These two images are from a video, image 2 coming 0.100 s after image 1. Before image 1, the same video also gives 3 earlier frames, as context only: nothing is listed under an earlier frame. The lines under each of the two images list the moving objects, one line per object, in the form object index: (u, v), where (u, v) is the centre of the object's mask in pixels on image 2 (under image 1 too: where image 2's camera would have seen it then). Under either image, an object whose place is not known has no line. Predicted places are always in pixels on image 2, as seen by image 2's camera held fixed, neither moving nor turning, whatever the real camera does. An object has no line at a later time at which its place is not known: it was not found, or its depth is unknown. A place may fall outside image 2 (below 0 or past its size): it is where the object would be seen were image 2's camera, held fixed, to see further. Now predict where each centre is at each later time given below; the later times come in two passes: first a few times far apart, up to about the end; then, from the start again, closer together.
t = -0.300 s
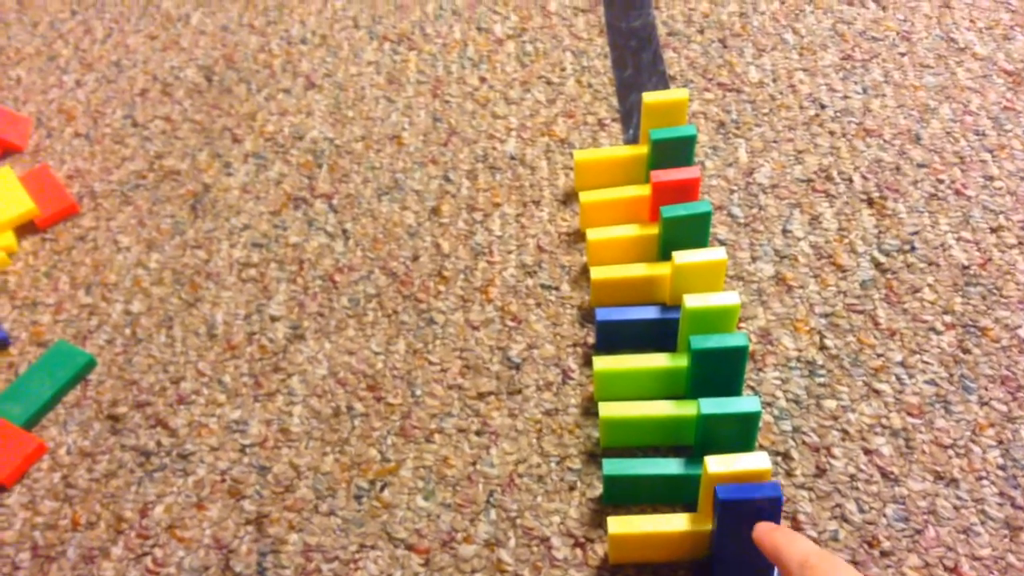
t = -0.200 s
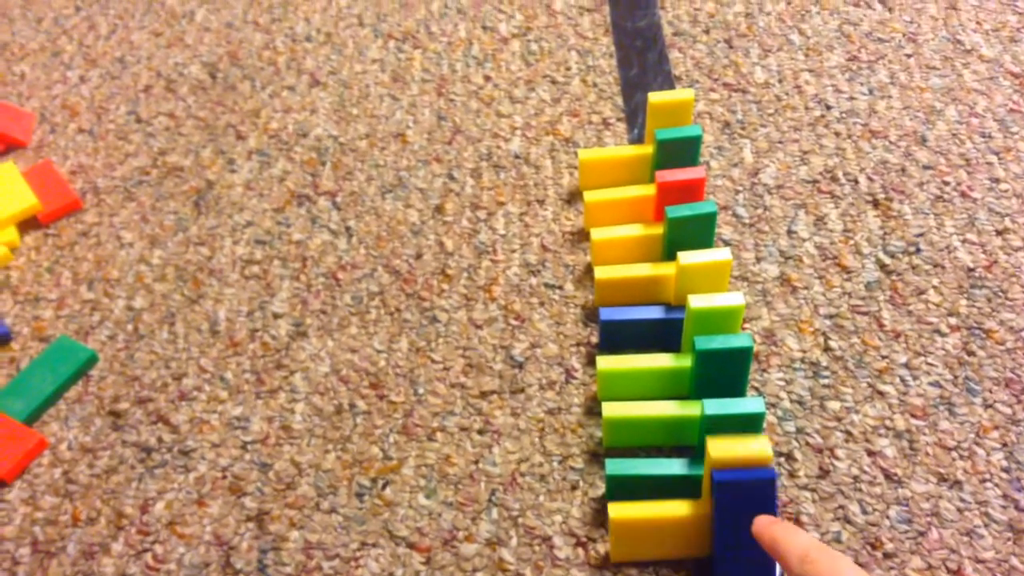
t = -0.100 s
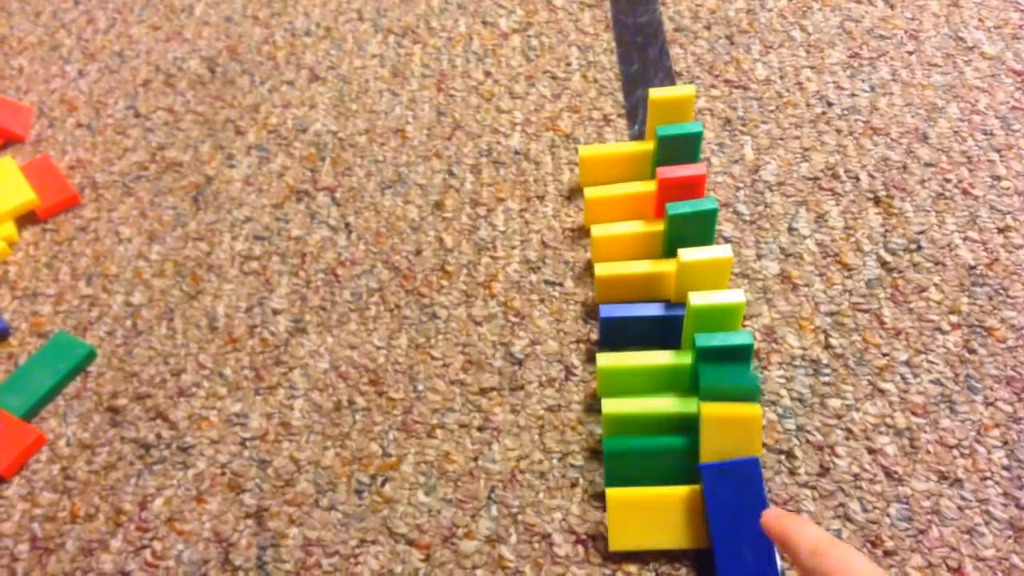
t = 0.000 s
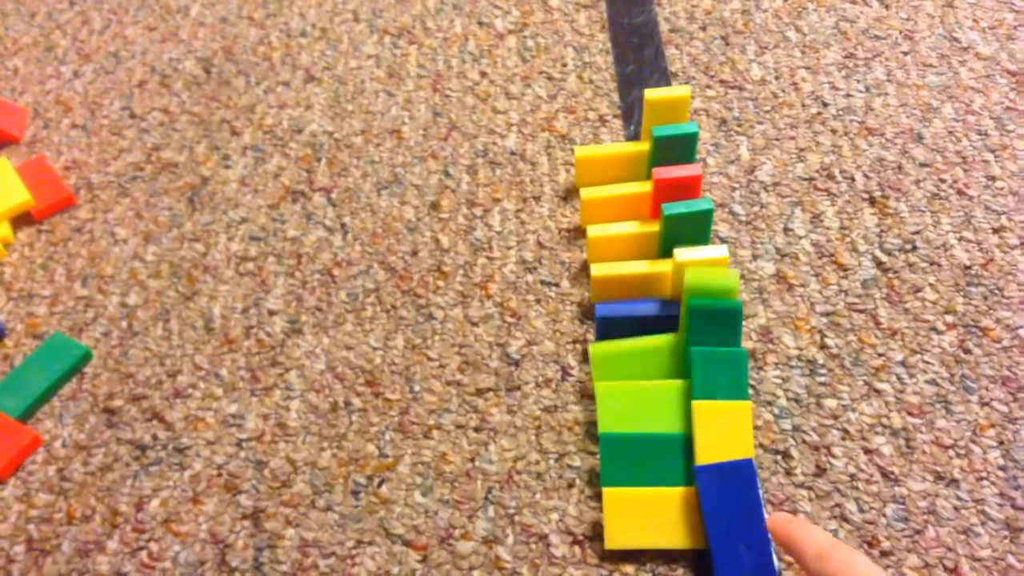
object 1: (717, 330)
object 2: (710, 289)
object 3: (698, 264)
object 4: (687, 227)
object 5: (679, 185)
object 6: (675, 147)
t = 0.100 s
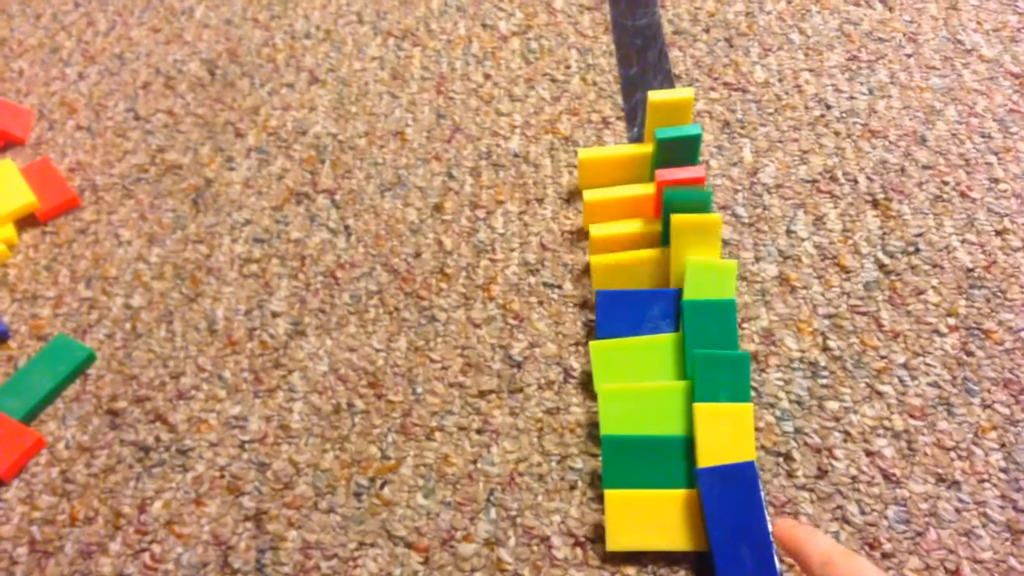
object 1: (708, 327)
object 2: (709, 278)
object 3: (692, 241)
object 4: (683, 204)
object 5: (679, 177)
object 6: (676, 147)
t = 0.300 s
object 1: (708, 328)
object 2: (709, 279)
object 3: (691, 242)
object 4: (675, 201)
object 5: (670, 160)
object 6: (668, 125)
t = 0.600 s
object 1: (708, 328)
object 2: (709, 279)
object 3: (690, 243)
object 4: (675, 202)
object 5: (667, 164)
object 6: (677, 128)
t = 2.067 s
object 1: (707, 328)
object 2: (709, 279)
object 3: (690, 242)
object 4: (675, 202)
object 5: (666, 164)
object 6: (677, 128)
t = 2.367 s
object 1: (707, 328)
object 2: (709, 279)
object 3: (690, 242)
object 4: (675, 202)
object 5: (666, 164)
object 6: (677, 129)
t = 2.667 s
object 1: (707, 328)
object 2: (710, 279)
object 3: (691, 242)
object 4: (675, 202)
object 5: (667, 164)
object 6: (679, 129)
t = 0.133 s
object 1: (708, 328)
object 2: (709, 279)
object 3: (691, 240)
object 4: (681, 199)
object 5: (677, 165)
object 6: (676, 140)
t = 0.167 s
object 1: (708, 328)
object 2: (709, 279)
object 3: (691, 240)
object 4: (678, 197)
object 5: (676, 159)
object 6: (678, 135)
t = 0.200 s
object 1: (708, 328)
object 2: (709, 279)
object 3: (691, 241)
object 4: (676, 199)
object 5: (674, 158)
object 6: (674, 127)
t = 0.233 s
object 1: (708, 328)
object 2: (709, 279)
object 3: (691, 242)
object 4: (675, 200)
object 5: (671, 158)
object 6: (673, 123)
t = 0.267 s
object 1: (708, 328)
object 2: (709, 279)
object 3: (690, 242)
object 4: (676, 200)
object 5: (670, 160)
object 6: (671, 123)
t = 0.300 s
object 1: (708, 328)
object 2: (709, 279)
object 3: (691, 242)
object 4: (675, 201)
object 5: (670, 160)
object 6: (668, 125)
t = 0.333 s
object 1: (708, 328)
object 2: (709, 279)
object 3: (691, 241)
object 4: (675, 201)
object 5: (670, 161)
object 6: (668, 126)
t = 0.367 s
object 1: (708, 328)
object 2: (709, 279)
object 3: (691, 242)
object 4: (675, 201)
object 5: (668, 164)
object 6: (671, 127)
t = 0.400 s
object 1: (708, 328)
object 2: (709, 279)
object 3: (691, 241)
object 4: (675, 201)
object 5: (667, 164)
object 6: (674, 128)
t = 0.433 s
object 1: (708, 328)
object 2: (709, 279)
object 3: (691, 241)
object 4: (675, 202)
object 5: (667, 164)
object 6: (677, 128)
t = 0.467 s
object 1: (708, 328)
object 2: (709, 279)
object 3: (691, 241)
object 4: (675, 201)
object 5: (667, 164)
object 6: (678, 129)
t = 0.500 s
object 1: (708, 328)
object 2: (709, 279)
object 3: (691, 241)
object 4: (675, 202)
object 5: (667, 164)
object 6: (678, 129)
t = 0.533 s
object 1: (708, 328)
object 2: (709, 279)
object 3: (691, 241)
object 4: (675, 202)
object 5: (667, 164)
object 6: (678, 128)
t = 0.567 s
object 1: (708, 329)
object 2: (709, 279)
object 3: (691, 242)
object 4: (675, 202)
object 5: (667, 164)
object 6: (678, 129)
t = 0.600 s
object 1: (708, 328)
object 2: (709, 279)
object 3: (690, 243)
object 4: (675, 202)
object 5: (667, 164)
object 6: (677, 128)
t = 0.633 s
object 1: (708, 329)
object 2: (709, 279)
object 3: (691, 242)
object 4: (675, 202)
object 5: (666, 164)
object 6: (677, 128)
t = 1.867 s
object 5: (667, 164)
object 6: (678, 128)
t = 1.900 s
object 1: (707, 328)
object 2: (709, 279)
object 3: (691, 242)
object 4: (676, 201)
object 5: (666, 164)
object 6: (678, 128)
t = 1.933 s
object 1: (707, 328)
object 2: (709, 279)
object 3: (691, 242)
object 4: (676, 201)
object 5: (667, 164)
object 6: (678, 128)
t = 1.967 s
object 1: (708, 328)
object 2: (710, 280)
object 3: (691, 242)
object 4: (675, 202)
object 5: (667, 165)
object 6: (678, 129)
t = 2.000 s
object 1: (707, 328)
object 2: (709, 280)
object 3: (690, 242)
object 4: (676, 202)
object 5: (666, 165)
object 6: (678, 129)
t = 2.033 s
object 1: (707, 328)
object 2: (709, 279)
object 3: (691, 241)
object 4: (675, 201)
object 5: (666, 164)
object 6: (677, 128)
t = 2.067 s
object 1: (707, 328)
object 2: (709, 279)
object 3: (690, 242)
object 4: (675, 202)
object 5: (666, 164)
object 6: (677, 128)
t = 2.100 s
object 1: (708, 328)
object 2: (709, 279)
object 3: (691, 241)
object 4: (675, 201)
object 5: (666, 164)
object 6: (677, 128)
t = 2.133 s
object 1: (708, 328)
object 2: (709, 279)
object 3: (690, 242)
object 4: (675, 202)
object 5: (666, 164)
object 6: (677, 128)
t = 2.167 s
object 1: (707, 328)
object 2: (709, 279)
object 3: (691, 241)
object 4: (675, 202)
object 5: (666, 164)
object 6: (677, 128)
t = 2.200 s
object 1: (707, 328)
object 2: (708, 279)
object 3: (690, 242)
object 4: (675, 201)
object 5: (665, 164)
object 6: (676, 128)
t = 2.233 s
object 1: (707, 328)
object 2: (709, 279)
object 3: (691, 241)
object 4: (675, 202)
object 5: (666, 164)
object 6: (677, 128)
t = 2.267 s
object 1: (708, 328)
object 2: (709, 279)
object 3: (691, 242)
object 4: (675, 202)
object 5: (667, 164)
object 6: (678, 129)
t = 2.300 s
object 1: (708, 328)
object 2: (709, 279)
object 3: (691, 241)
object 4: (675, 202)
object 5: (667, 165)
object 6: (678, 129)
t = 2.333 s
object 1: (708, 328)
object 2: (709, 279)
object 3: (690, 242)
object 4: (675, 202)
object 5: (666, 164)
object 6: (678, 129)
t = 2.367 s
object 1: (707, 328)
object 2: (709, 279)
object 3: (690, 242)
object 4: (675, 202)
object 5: (666, 164)
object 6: (677, 129)
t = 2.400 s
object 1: (707, 328)
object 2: (709, 279)
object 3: (690, 242)
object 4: (675, 202)
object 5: (666, 164)
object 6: (677, 129)
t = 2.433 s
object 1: (707, 328)
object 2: (708, 279)
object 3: (690, 242)
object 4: (675, 201)
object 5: (665, 164)
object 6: (677, 129)
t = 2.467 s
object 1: (707, 328)
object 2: (708, 279)
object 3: (690, 242)
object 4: (675, 201)
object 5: (666, 164)
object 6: (677, 129)
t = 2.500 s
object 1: (707, 328)
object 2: (709, 279)
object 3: (690, 242)
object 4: (675, 202)
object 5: (666, 164)
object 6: (677, 129)
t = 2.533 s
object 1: (707, 328)
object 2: (708, 279)
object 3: (690, 242)
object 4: (675, 202)
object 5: (666, 163)
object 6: (677, 129)
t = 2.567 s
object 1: (707, 329)
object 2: (708, 279)
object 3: (690, 242)
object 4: (674, 202)
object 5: (666, 164)
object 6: (677, 129)
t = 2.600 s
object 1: (707, 328)
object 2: (709, 279)
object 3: (690, 242)
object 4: (674, 202)
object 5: (666, 164)
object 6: (677, 129)
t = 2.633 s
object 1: (707, 328)
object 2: (709, 279)
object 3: (690, 242)
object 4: (676, 201)
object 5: (667, 164)
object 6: (678, 129)
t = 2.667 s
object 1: (707, 328)
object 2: (710, 279)
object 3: (691, 242)
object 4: (675, 202)
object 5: (667, 164)
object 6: (679, 129)
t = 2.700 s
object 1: (707, 329)
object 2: (709, 279)
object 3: (690, 242)
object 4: (675, 202)
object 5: (667, 164)
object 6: (678, 129)
